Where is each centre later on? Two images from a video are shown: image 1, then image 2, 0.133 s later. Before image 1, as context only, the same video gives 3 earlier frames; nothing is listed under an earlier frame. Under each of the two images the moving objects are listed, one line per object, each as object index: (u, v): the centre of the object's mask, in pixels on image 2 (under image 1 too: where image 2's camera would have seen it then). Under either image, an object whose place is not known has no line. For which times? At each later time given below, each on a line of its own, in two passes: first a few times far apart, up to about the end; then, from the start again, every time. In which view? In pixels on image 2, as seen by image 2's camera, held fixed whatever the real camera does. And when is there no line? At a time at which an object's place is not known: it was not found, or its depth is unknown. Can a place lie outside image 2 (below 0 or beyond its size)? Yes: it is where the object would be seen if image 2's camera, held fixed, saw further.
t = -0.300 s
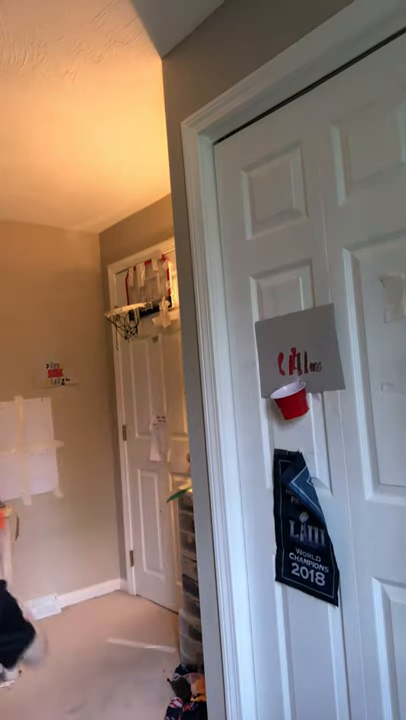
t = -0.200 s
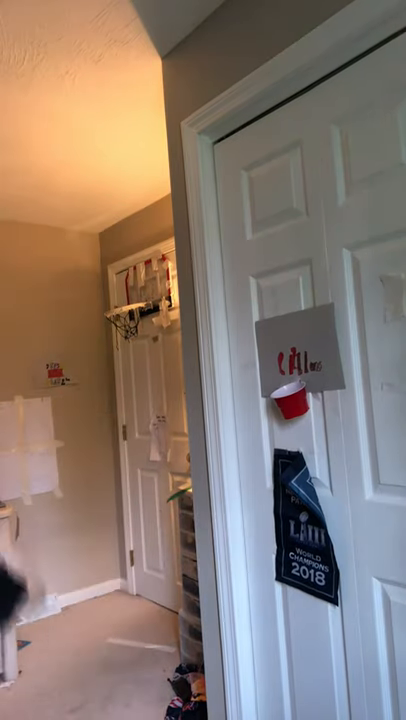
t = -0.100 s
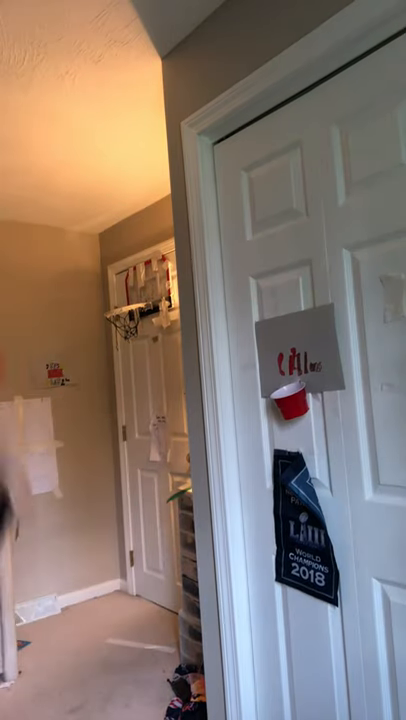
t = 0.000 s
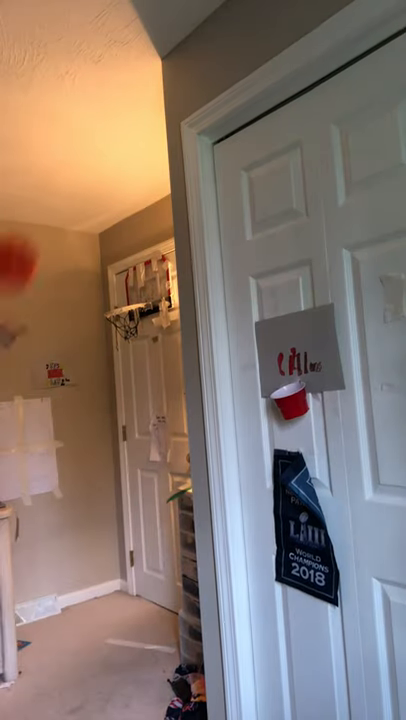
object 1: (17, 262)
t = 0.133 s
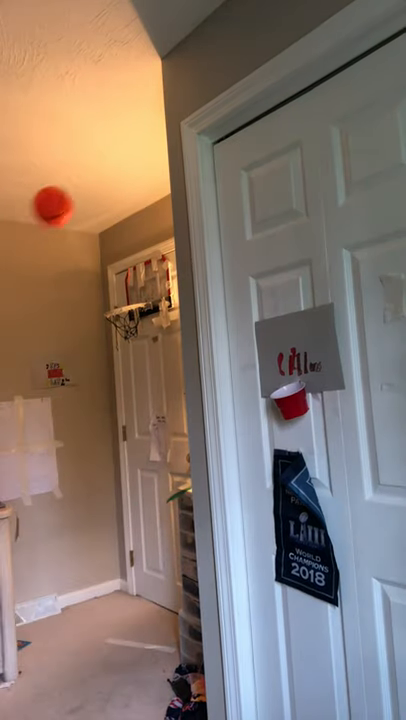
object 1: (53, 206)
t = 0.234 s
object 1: (76, 205)
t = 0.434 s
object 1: (112, 257)
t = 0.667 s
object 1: (119, 291)
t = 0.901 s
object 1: (114, 287)
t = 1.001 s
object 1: (113, 305)
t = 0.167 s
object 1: (61, 203)
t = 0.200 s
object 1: (69, 203)
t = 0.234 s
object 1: (76, 205)
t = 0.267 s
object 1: (82, 209)
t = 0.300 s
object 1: (88, 215)
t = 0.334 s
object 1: (94, 225)
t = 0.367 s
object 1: (100, 235)
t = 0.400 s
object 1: (106, 246)
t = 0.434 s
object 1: (112, 257)
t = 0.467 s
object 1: (116, 272)
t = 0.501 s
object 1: (121, 286)
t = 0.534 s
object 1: (123, 296)
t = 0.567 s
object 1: (122, 295)
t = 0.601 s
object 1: (120, 295)
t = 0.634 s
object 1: (119, 294)
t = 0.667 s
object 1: (119, 291)
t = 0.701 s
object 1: (118, 286)
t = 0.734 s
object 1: (117, 282)
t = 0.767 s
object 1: (116, 280)
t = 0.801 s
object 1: (115, 280)
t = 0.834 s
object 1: (115, 280)
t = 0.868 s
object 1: (114, 283)
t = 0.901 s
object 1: (114, 287)
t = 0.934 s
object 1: (114, 292)
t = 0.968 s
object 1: (113, 298)
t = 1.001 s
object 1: (113, 305)
